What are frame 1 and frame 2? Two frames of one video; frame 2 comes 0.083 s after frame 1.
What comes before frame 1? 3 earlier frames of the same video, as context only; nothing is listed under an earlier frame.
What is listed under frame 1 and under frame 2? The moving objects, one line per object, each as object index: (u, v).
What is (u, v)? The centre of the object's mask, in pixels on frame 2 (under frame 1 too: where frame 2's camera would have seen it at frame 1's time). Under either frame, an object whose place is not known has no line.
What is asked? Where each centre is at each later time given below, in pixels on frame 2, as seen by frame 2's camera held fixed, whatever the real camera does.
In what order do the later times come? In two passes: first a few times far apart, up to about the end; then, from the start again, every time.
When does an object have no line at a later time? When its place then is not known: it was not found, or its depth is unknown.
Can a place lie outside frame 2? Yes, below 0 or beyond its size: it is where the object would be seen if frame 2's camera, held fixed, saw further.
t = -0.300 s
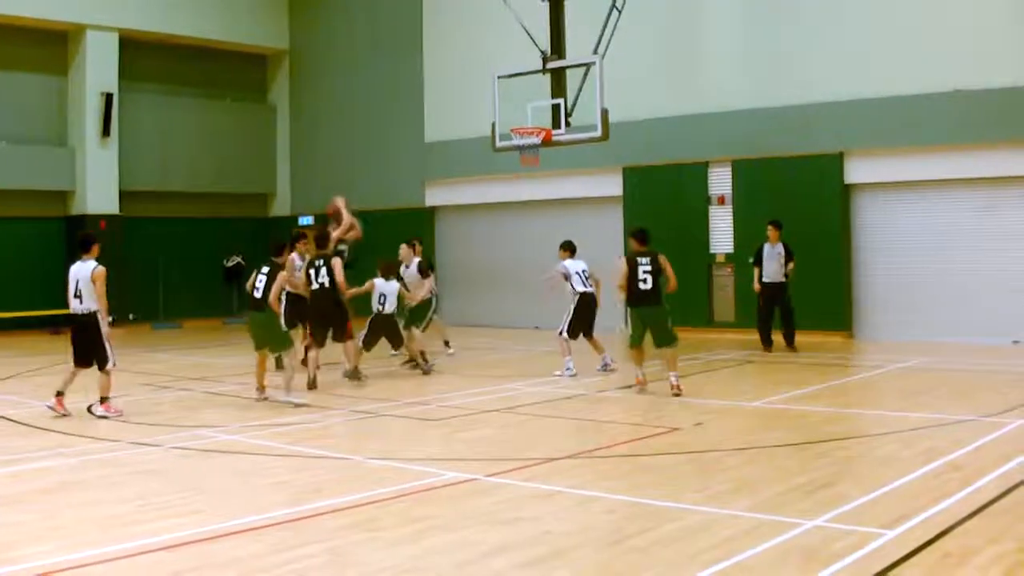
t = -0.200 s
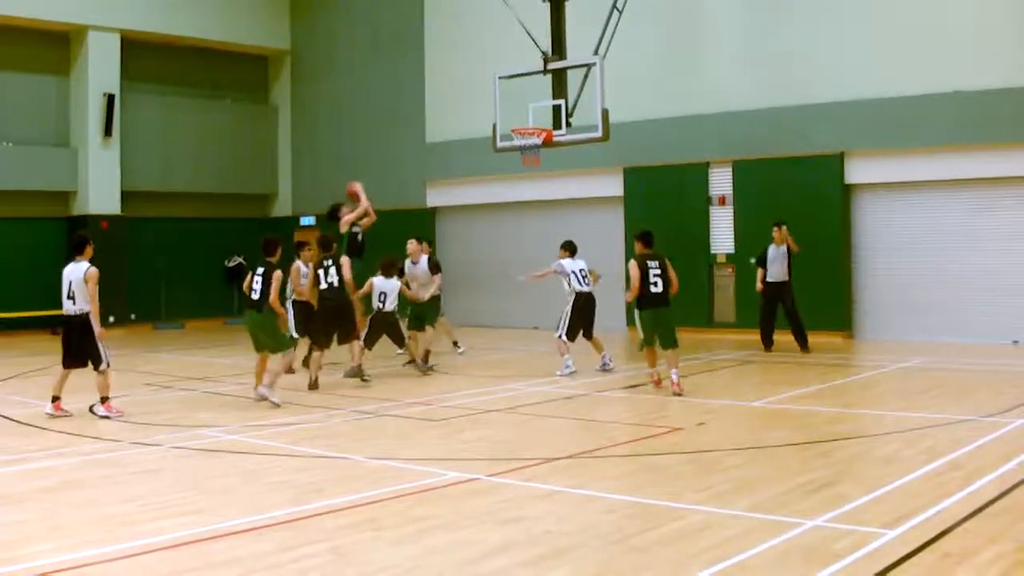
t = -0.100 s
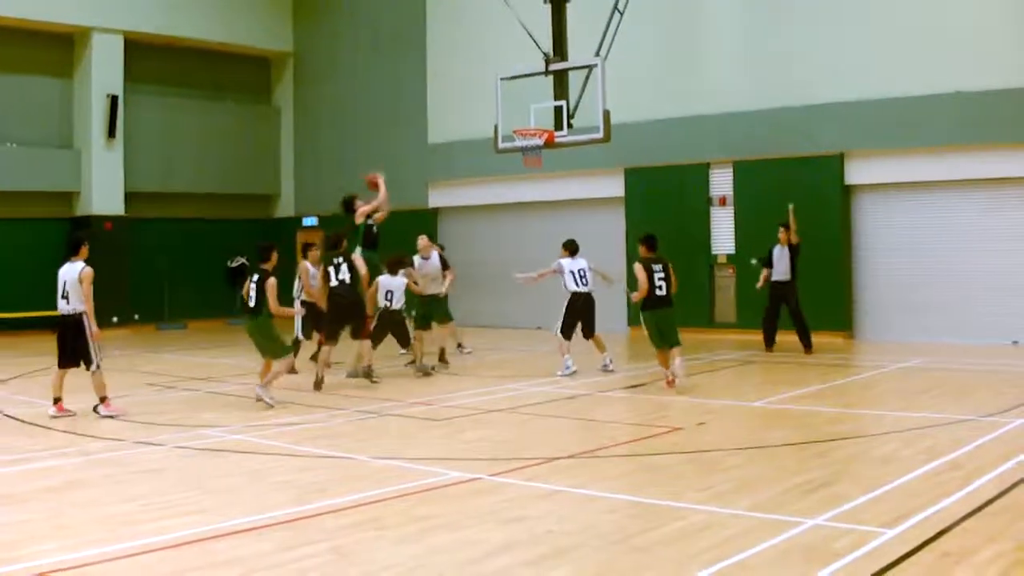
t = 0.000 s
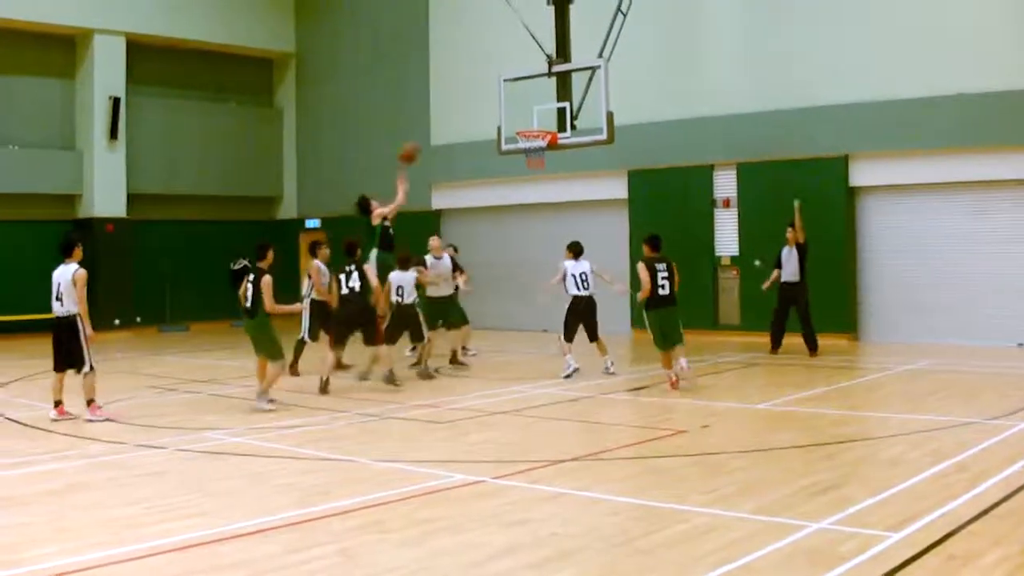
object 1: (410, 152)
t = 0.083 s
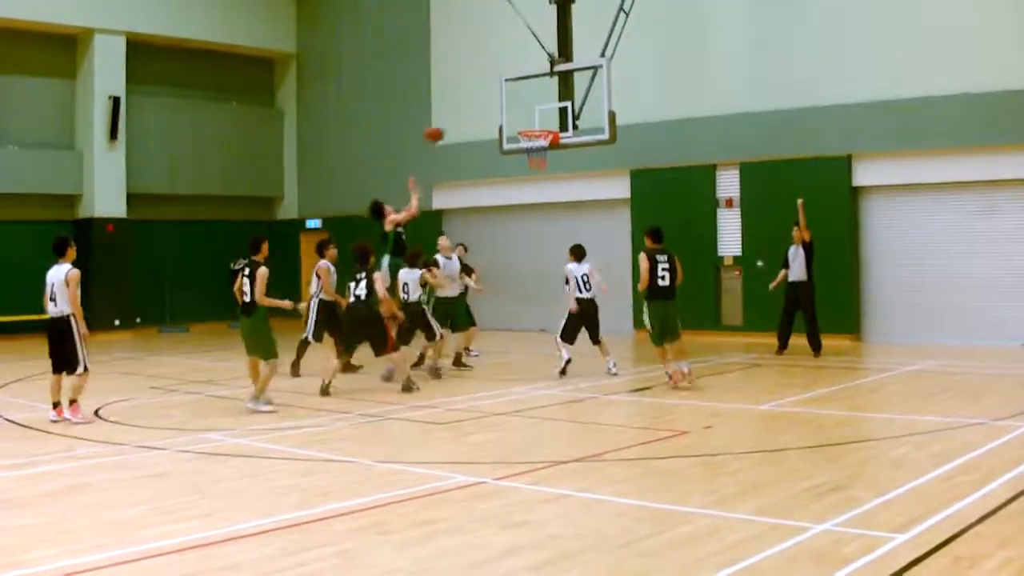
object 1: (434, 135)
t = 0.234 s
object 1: (481, 111)
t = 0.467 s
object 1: (532, 109)
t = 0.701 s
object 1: (520, 117)
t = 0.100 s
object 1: (440, 131)
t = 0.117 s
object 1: (445, 126)
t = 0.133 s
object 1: (450, 124)
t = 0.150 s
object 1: (456, 121)
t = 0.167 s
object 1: (461, 119)
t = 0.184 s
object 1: (466, 117)
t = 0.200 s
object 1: (471, 115)
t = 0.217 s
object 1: (476, 113)
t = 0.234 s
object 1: (481, 111)
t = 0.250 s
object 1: (486, 110)
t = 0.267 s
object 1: (491, 109)
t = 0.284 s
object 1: (496, 108)
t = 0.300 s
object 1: (502, 107)
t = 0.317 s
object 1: (506, 106)
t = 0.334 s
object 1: (512, 106)
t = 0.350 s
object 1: (517, 105)
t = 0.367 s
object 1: (522, 105)
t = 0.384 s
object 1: (527, 105)
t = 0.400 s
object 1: (532, 106)
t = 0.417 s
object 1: (535, 107)
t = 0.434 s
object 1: (534, 107)
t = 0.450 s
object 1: (533, 108)
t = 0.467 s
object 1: (532, 109)
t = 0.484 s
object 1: (531, 110)
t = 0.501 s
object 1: (530, 111)
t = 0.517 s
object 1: (529, 113)
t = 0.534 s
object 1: (528, 114)
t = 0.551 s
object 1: (527, 117)
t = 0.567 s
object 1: (526, 119)
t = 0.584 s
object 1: (525, 121)
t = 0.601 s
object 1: (525, 121)
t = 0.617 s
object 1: (524, 120)
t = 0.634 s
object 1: (523, 119)
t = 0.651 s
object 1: (523, 119)
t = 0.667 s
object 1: (522, 118)
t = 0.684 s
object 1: (520, 117)
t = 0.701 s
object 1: (520, 117)
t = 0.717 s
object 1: (518, 117)
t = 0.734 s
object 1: (518, 117)
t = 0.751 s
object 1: (517, 118)
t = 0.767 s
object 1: (517, 118)
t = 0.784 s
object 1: (515, 119)
